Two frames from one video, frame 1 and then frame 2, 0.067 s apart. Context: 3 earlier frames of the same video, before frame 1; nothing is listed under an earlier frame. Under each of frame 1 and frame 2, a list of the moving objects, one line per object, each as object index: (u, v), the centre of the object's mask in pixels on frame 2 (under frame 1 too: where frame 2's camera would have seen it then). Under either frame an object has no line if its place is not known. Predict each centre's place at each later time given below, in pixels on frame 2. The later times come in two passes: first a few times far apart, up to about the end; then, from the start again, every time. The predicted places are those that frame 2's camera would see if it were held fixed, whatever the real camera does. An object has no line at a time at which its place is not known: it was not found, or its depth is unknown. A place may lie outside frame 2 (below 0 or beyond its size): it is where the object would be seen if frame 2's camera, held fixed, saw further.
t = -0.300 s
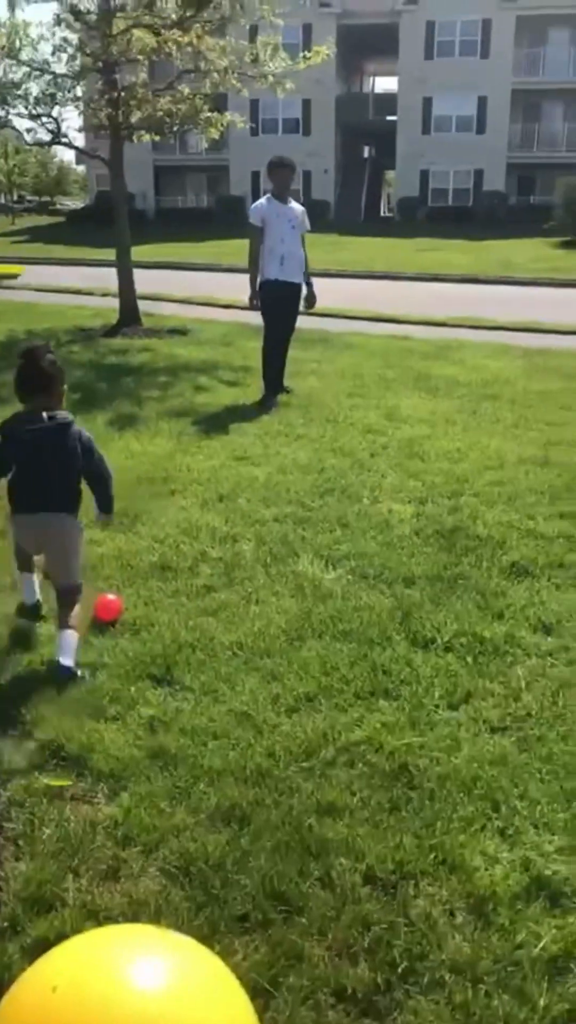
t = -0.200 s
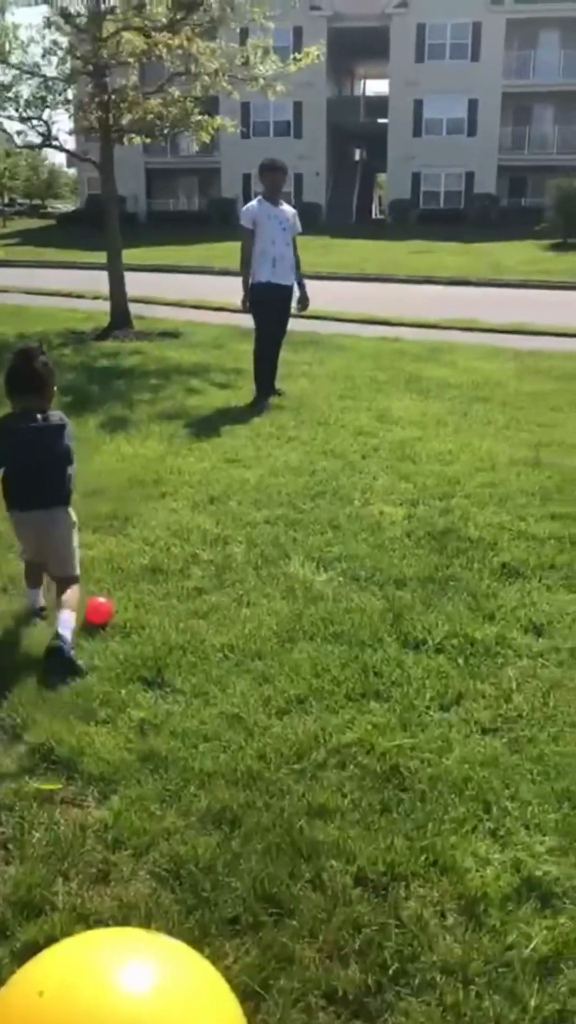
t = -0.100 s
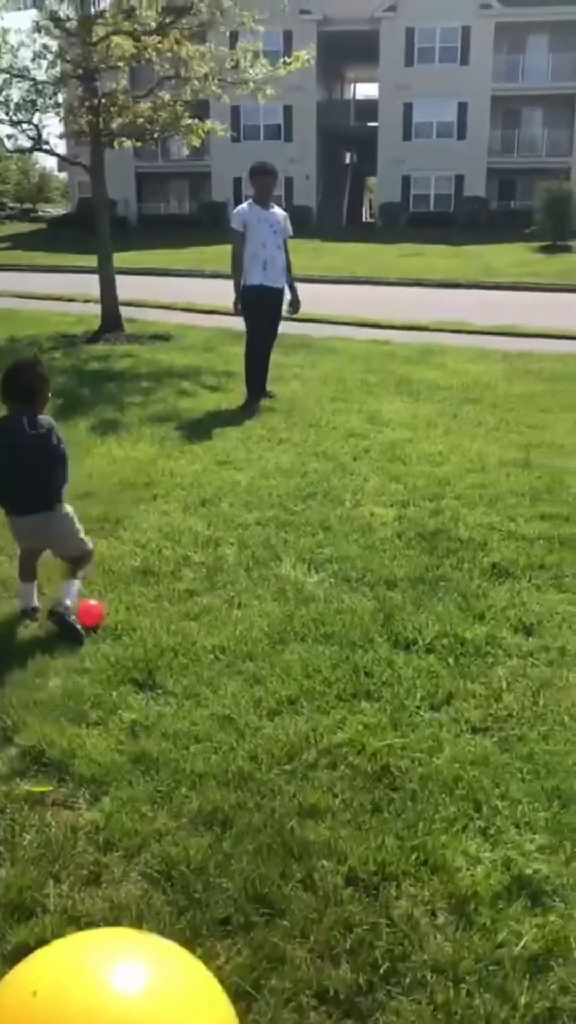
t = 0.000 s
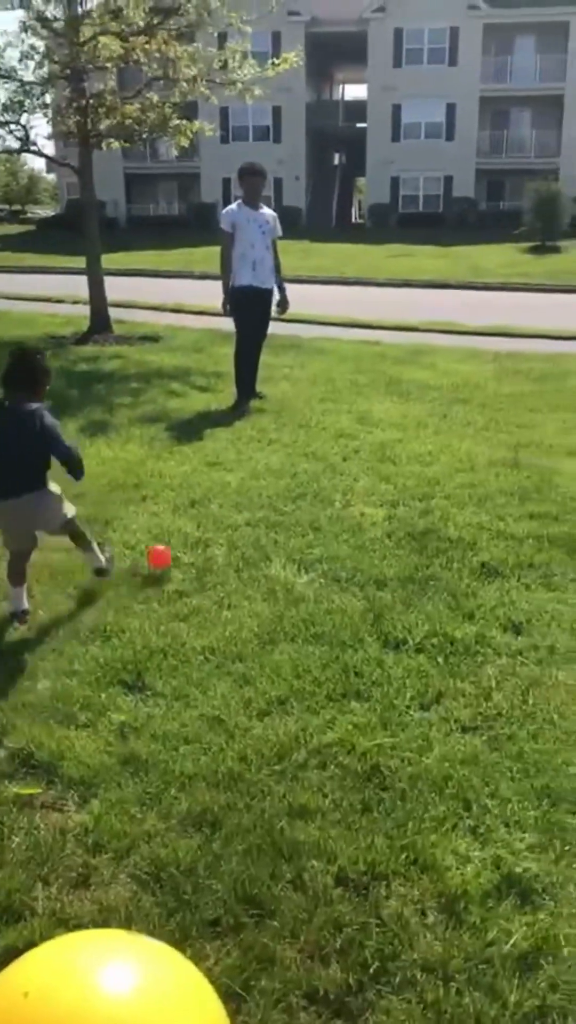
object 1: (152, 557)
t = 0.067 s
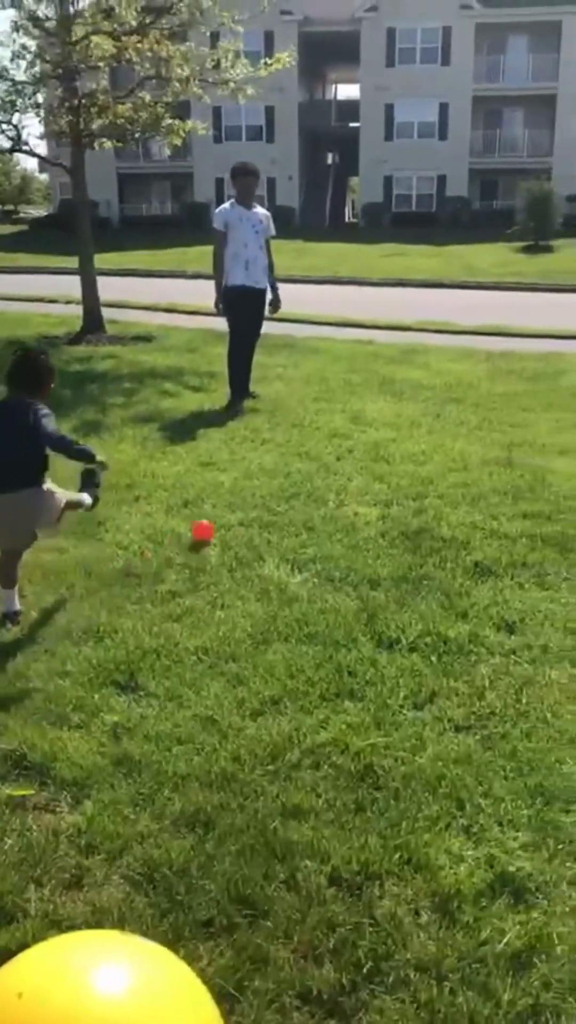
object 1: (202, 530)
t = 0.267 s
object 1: (276, 485)
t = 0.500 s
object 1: (326, 467)
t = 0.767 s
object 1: (365, 451)
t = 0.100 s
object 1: (224, 522)
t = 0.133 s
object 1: (238, 517)
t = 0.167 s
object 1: (249, 507)
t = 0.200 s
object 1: (259, 497)
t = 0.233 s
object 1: (268, 490)
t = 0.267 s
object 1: (276, 485)
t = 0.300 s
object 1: (284, 481)
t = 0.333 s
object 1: (292, 480)
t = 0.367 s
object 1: (301, 481)
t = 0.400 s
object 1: (309, 478)
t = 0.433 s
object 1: (315, 472)
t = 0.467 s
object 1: (321, 467)
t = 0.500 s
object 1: (326, 467)
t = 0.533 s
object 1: (332, 464)
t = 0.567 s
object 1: (337, 461)
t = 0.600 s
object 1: (342, 460)
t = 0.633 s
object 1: (347, 459)
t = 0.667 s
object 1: (352, 457)
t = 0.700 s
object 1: (356, 455)
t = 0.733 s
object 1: (361, 452)
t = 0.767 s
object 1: (365, 451)
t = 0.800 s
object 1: (368, 449)
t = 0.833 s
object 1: (370, 449)
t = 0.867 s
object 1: (371, 448)
